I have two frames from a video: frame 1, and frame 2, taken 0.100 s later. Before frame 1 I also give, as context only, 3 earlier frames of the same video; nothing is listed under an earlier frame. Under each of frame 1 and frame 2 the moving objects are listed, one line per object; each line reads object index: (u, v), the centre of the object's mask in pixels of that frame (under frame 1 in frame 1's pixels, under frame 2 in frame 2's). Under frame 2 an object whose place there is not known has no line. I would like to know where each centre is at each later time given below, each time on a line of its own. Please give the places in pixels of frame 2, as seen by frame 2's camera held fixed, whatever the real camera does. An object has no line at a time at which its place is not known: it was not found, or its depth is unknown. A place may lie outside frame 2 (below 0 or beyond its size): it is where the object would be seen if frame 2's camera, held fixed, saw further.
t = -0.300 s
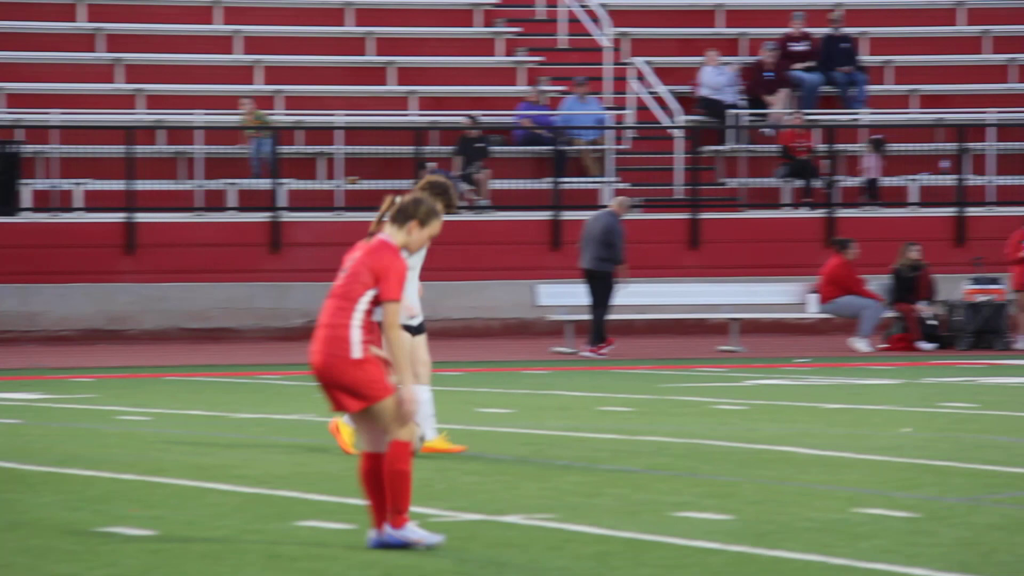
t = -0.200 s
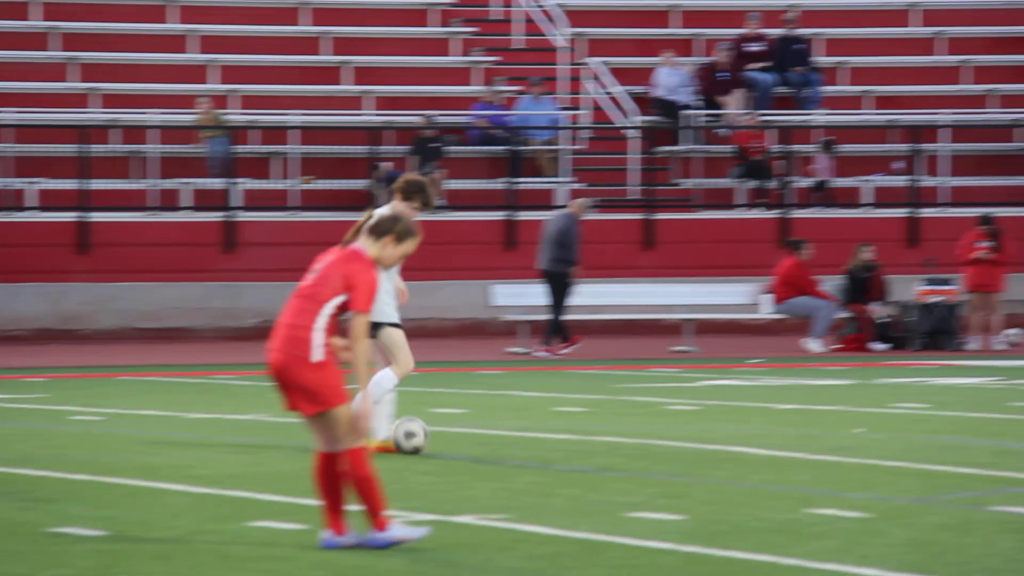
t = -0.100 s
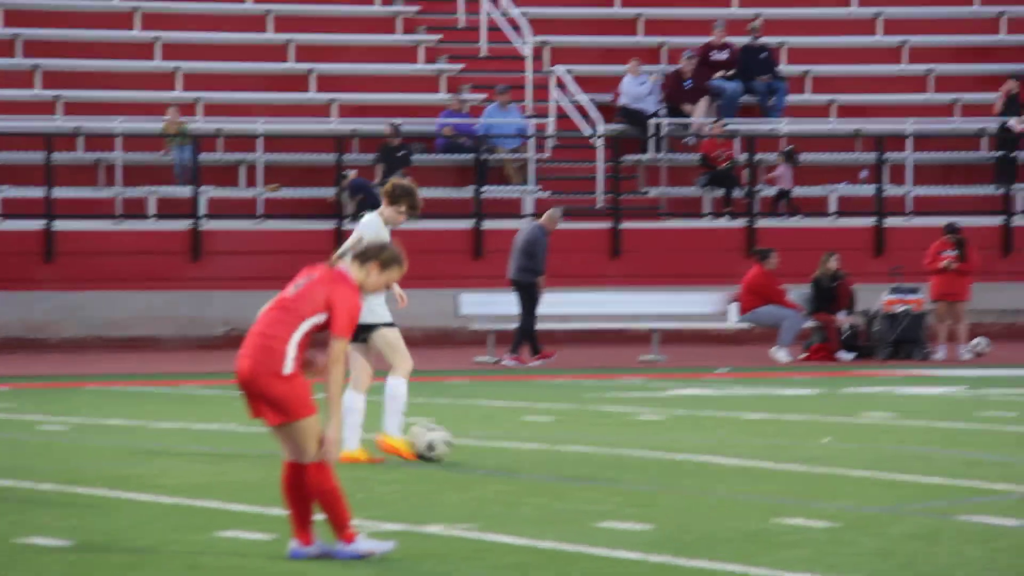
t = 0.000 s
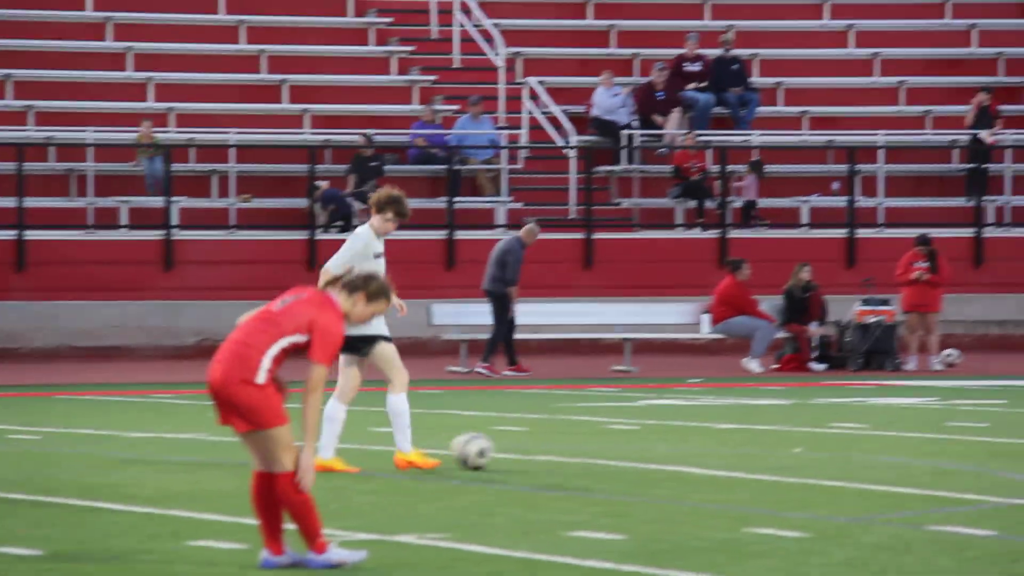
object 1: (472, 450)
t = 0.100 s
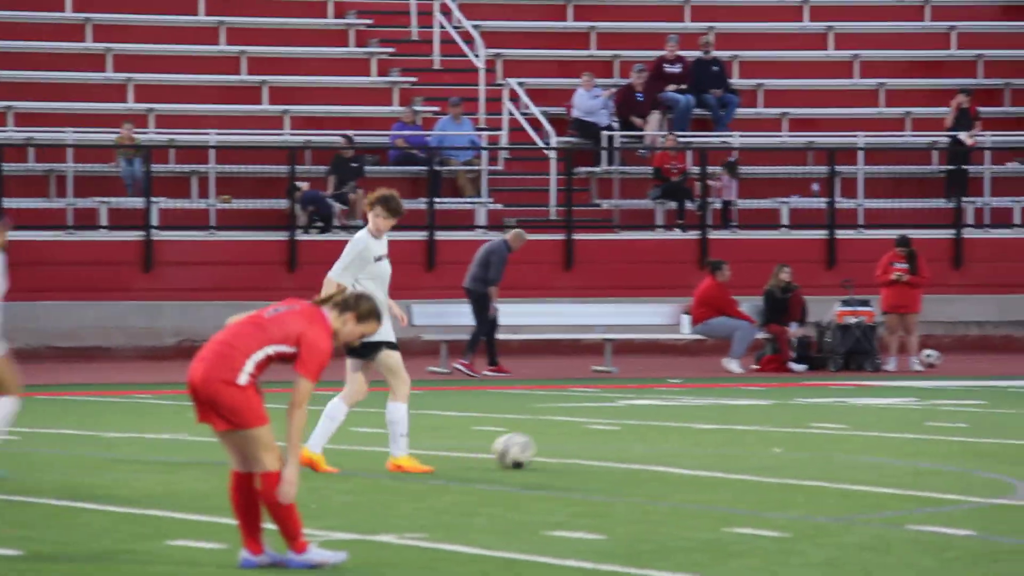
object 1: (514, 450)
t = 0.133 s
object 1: (532, 450)
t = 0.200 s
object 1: (568, 450)
